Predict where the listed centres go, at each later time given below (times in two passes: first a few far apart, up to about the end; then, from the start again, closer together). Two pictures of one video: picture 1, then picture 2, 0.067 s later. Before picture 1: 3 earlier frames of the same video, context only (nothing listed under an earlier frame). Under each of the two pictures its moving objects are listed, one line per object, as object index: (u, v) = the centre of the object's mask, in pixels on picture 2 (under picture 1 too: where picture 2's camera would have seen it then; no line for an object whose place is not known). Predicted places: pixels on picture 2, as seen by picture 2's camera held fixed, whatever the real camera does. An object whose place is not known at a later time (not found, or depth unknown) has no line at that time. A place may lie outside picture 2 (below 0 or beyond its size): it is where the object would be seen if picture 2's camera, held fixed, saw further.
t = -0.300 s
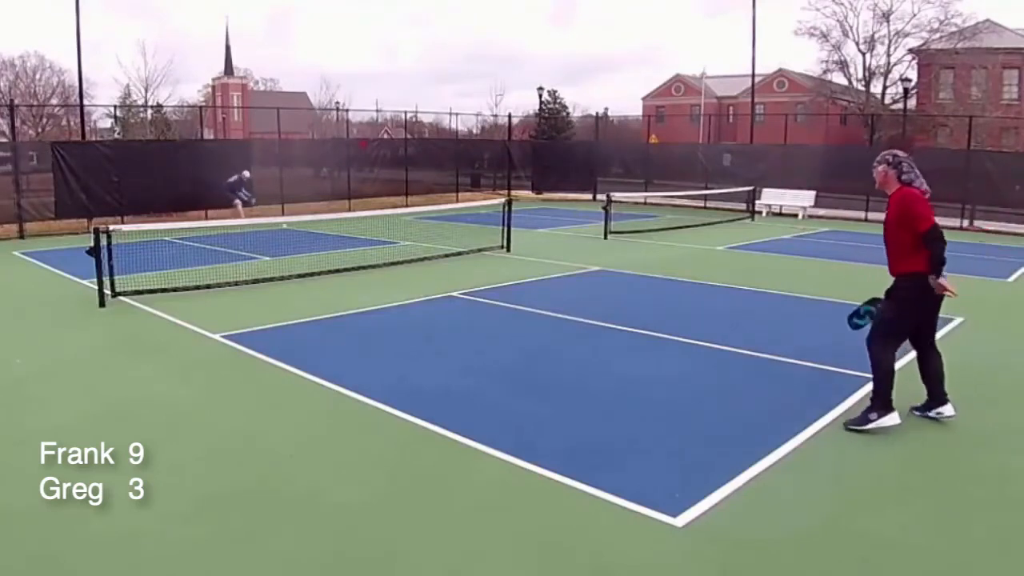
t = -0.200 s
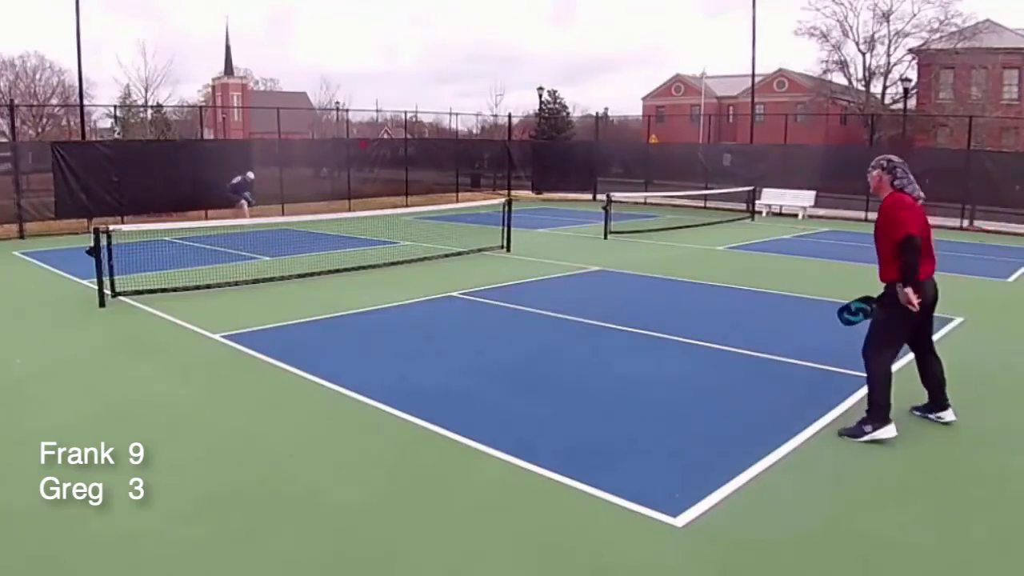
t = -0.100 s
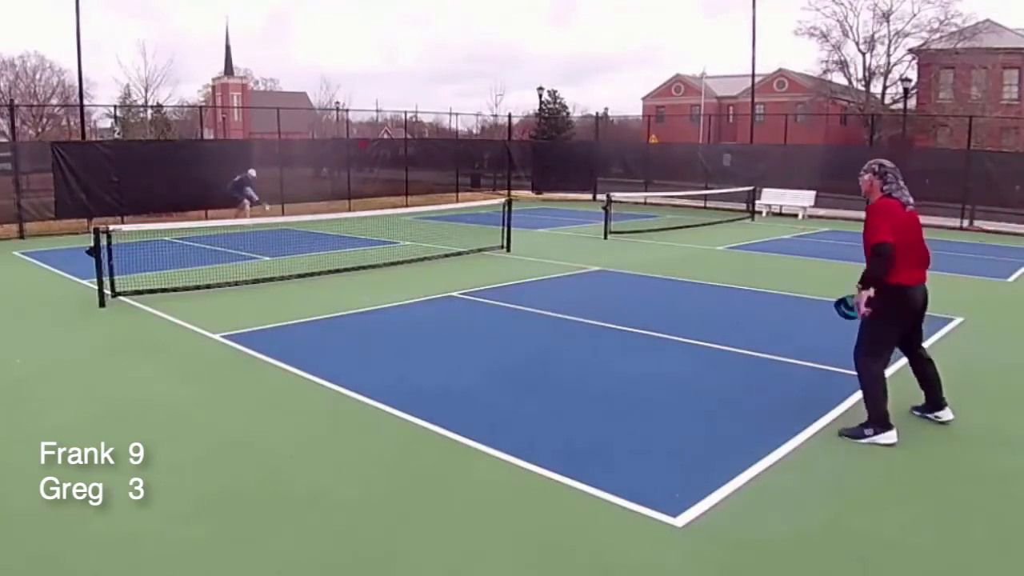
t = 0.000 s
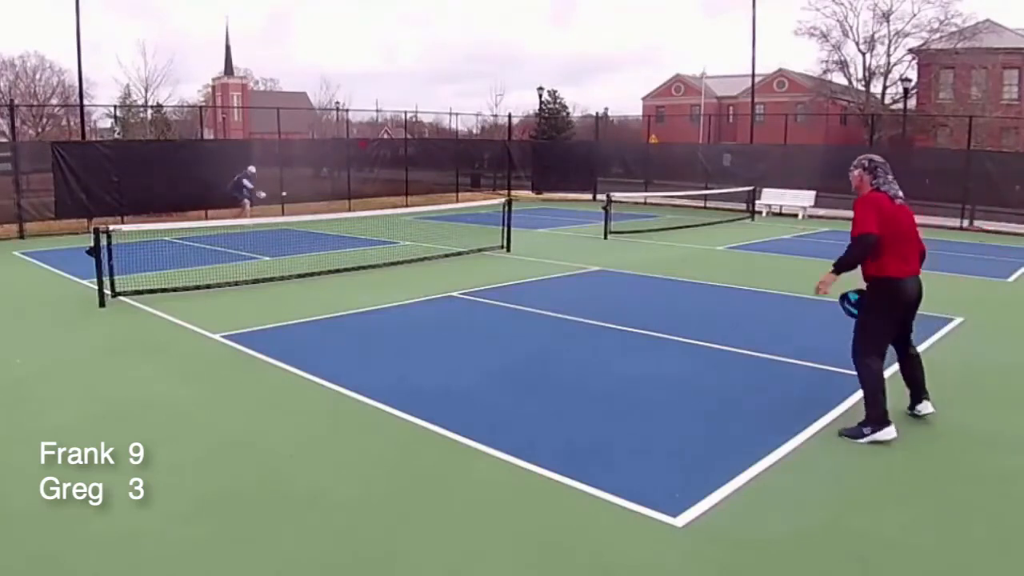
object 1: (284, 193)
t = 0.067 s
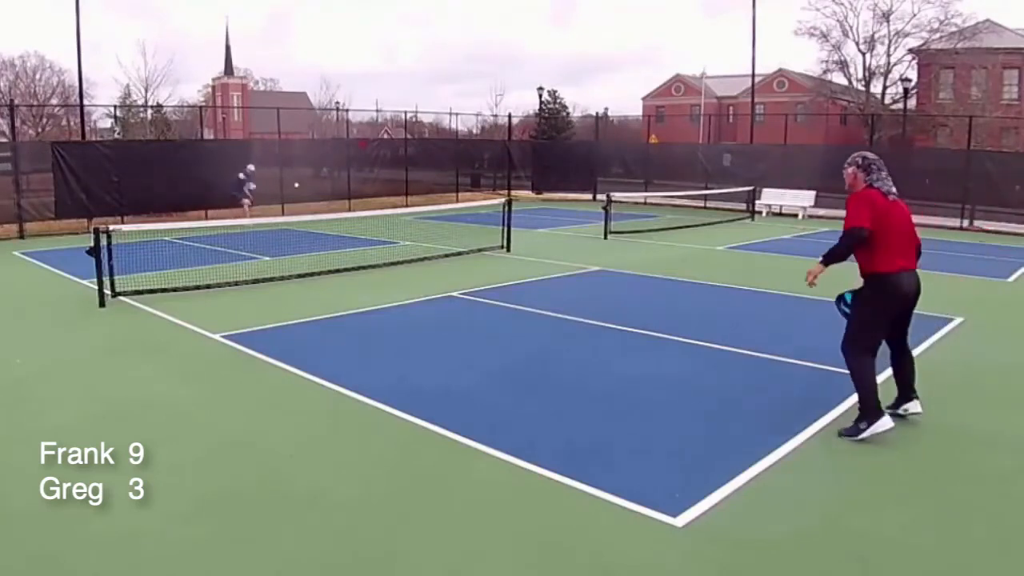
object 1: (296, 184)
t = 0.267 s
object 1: (341, 164)
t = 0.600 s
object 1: (452, 167)
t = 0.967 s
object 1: (665, 292)
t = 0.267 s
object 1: (341, 164)
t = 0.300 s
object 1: (350, 162)
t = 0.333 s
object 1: (359, 160)
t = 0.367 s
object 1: (369, 159)
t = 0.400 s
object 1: (379, 158)
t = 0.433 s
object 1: (389, 158)
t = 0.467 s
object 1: (401, 158)
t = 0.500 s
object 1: (412, 159)
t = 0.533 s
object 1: (425, 161)
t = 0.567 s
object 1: (438, 164)
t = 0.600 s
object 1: (452, 167)
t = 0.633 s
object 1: (467, 171)
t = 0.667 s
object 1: (482, 177)
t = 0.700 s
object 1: (498, 184)
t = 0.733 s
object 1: (515, 192)
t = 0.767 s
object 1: (533, 201)
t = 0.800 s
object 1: (553, 212)
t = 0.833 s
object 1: (573, 224)
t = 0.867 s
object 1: (595, 238)
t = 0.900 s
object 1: (617, 254)
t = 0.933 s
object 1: (641, 272)
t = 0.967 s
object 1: (665, 292)
